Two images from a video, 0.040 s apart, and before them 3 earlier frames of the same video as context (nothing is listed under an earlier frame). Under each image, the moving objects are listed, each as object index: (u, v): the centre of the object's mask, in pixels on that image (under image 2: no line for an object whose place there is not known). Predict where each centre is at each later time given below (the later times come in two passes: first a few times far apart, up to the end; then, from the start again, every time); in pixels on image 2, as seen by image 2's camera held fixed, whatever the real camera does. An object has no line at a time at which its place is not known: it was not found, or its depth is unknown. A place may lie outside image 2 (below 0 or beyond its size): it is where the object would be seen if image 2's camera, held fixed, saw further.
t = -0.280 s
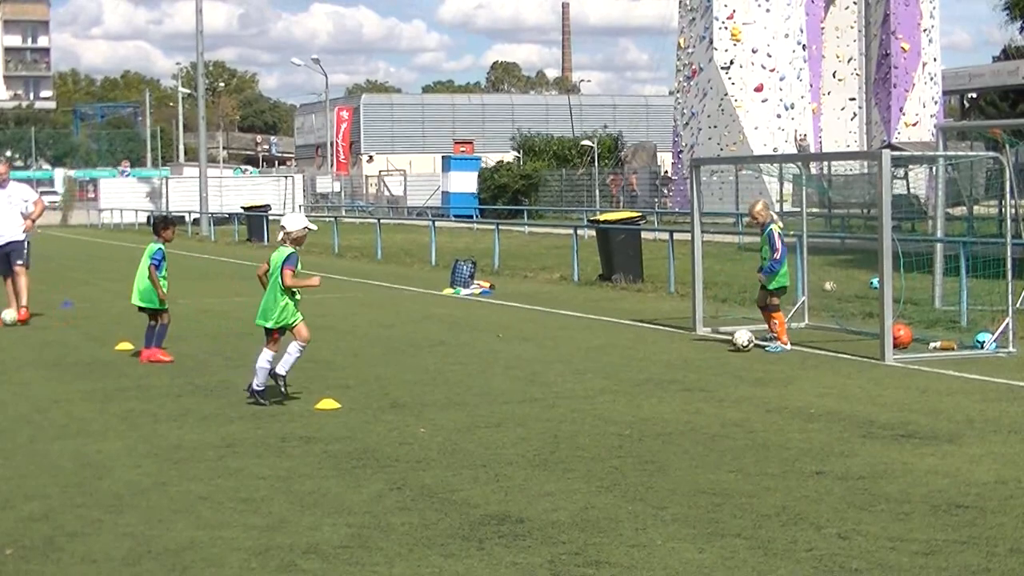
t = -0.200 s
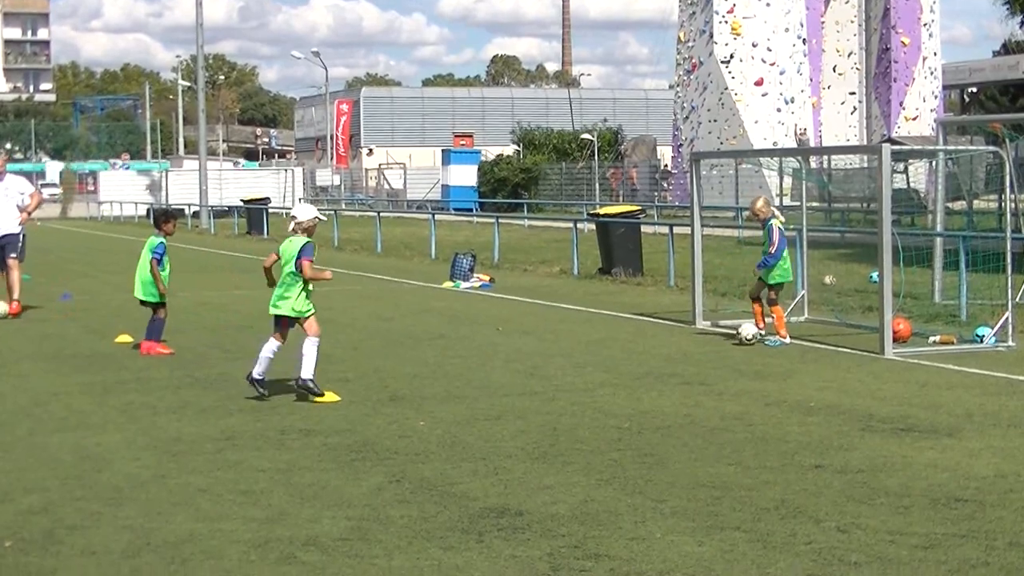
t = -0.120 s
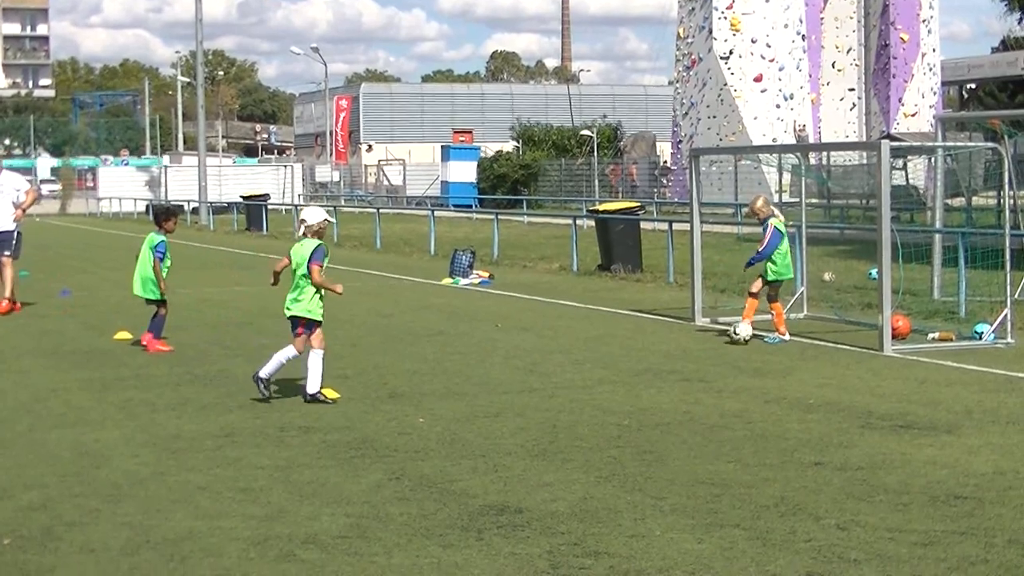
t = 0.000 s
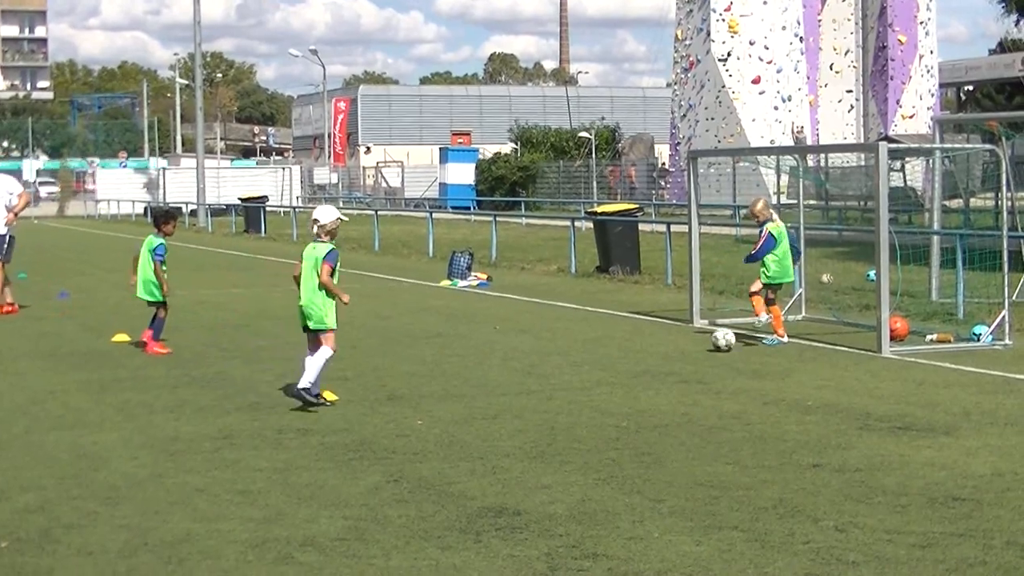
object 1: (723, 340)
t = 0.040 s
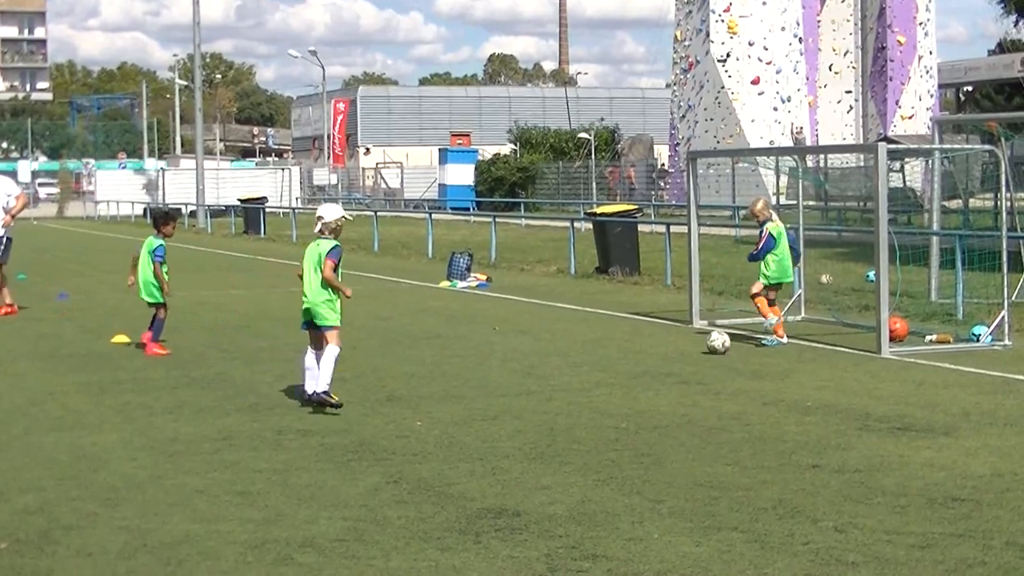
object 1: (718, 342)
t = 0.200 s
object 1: (701, 349)
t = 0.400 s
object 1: (680, 355)
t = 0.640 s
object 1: (655, 364)
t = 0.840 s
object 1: (633, 371)
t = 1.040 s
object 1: (612, 378)
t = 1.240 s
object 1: (589, 386)
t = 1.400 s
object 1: (572, 392)
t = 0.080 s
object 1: (713, 344)
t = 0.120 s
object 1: (709, 346)
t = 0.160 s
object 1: (705, 347)
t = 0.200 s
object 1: (701, 349)
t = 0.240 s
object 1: (696, 350)
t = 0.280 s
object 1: (692, 351)
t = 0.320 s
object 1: (688, 353)
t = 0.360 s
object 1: (685, 354)
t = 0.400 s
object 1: (680, 355)
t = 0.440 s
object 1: (676, 357)
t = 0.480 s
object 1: (672, 358)
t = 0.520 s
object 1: (668, 360)
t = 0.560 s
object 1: (663, 361)
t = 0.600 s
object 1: (659, 363)
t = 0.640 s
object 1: (655, 364)
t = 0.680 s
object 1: (650, 365)
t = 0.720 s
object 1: (646, 366)
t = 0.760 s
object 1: (642, 368)
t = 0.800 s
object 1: (637, 369)
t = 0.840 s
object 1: (633, 371)
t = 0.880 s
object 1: (629, 372)
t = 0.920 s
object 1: (624, 374)
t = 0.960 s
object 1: (620, 375)
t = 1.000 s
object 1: (615, 377)
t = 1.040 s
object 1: (612, 378)
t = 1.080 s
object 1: (607, 379)
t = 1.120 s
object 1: (603, 381)
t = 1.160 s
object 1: (598, 383)
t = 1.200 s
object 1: (594, 385)
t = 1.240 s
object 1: (589, 386)
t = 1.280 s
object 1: (585, 388)
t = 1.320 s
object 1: (581, 389)
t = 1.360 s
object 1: (577, 391)
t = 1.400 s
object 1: (572, 392)
